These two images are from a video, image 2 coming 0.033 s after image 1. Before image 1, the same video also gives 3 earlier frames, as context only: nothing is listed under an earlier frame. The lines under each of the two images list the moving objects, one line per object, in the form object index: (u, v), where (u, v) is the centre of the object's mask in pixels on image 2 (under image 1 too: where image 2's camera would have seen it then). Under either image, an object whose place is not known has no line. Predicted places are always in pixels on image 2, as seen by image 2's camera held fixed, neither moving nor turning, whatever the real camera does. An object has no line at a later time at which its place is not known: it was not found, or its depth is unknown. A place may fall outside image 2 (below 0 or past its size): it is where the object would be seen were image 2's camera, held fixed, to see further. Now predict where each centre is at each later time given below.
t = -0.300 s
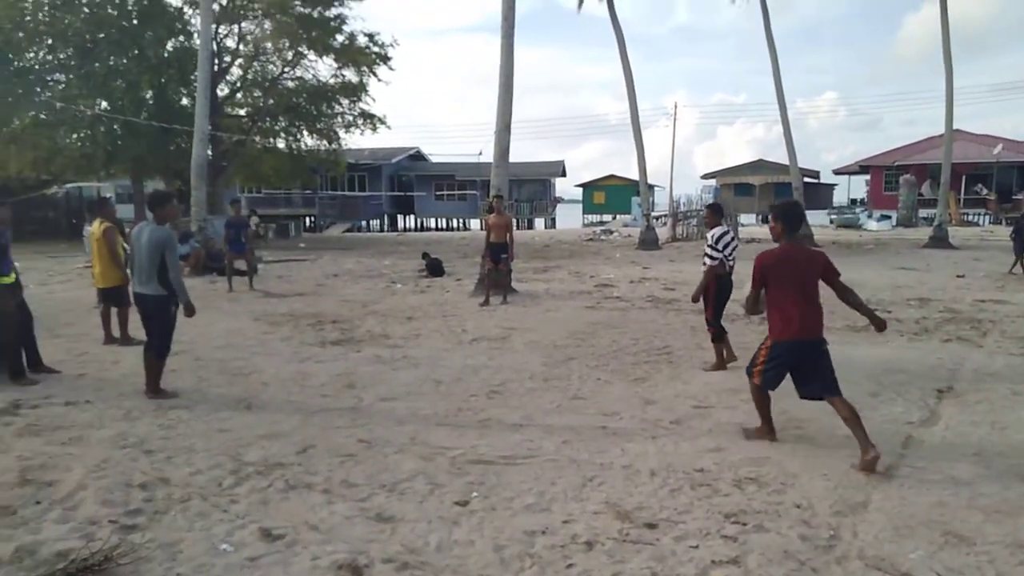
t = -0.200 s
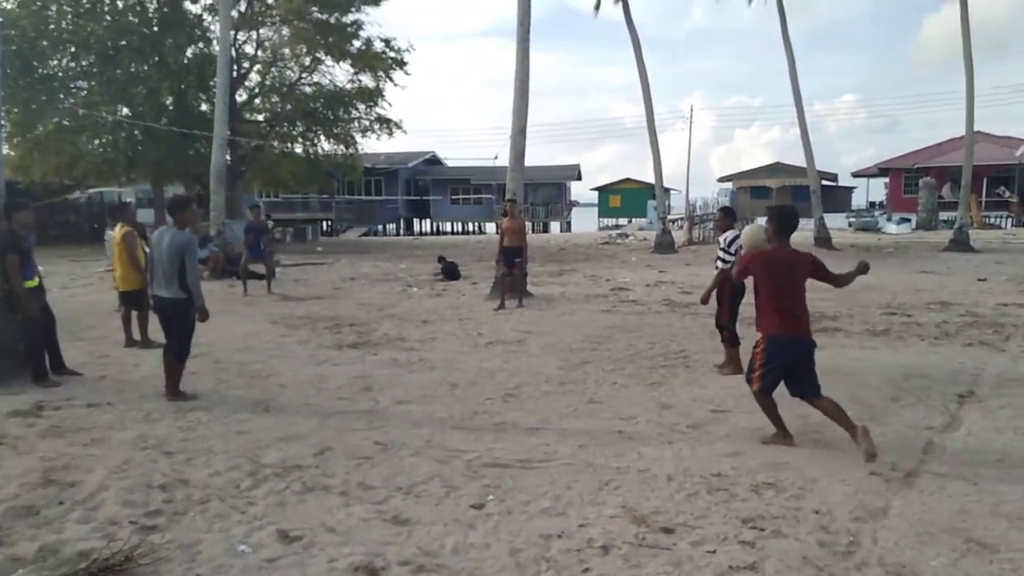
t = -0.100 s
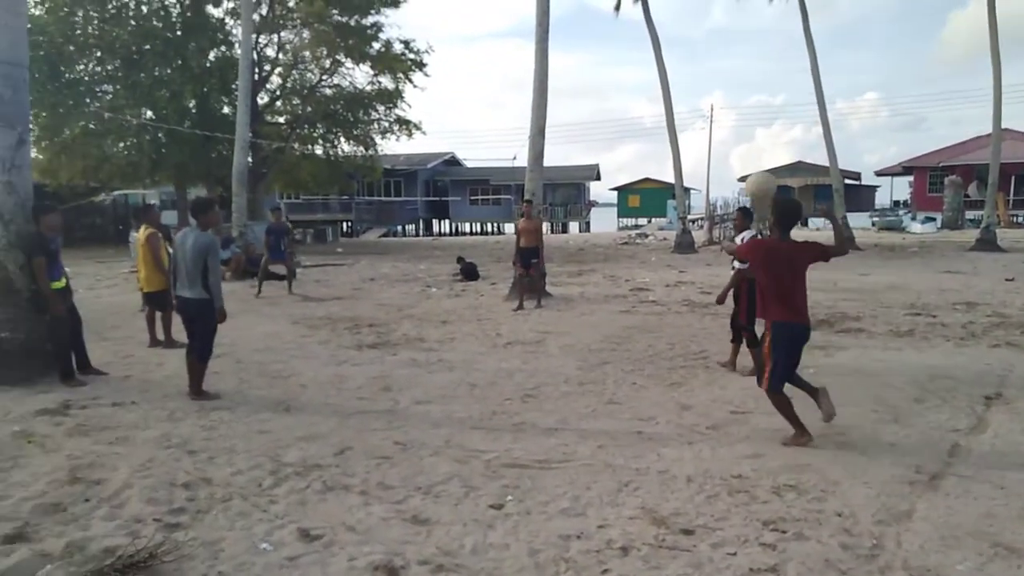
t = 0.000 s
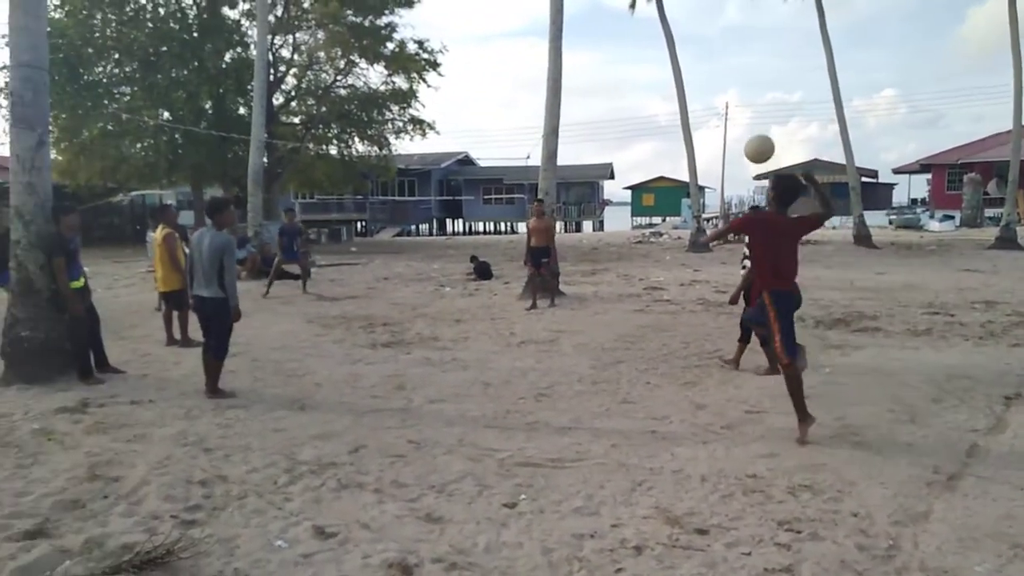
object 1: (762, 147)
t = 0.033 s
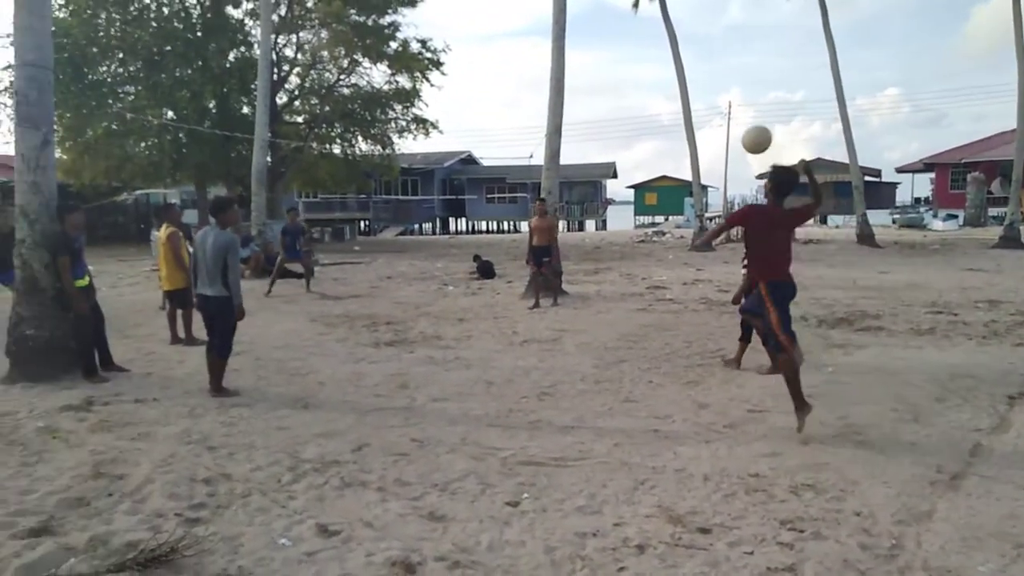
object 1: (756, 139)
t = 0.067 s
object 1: (751, 132)
